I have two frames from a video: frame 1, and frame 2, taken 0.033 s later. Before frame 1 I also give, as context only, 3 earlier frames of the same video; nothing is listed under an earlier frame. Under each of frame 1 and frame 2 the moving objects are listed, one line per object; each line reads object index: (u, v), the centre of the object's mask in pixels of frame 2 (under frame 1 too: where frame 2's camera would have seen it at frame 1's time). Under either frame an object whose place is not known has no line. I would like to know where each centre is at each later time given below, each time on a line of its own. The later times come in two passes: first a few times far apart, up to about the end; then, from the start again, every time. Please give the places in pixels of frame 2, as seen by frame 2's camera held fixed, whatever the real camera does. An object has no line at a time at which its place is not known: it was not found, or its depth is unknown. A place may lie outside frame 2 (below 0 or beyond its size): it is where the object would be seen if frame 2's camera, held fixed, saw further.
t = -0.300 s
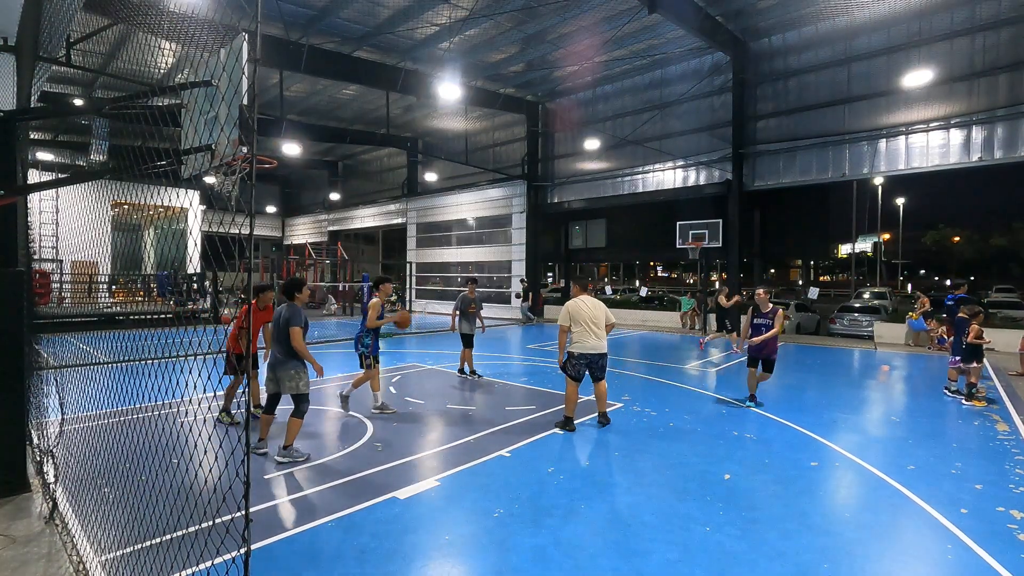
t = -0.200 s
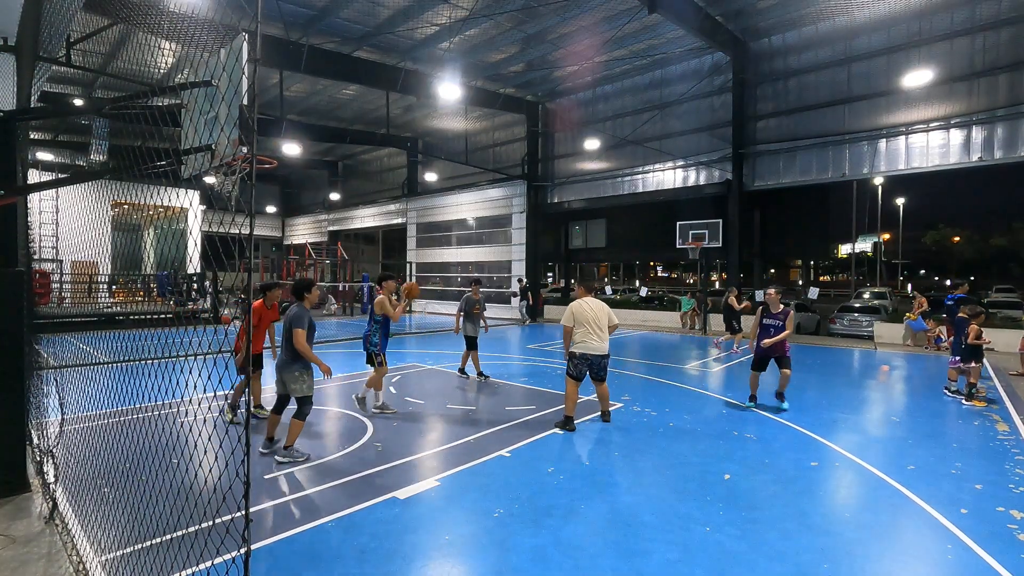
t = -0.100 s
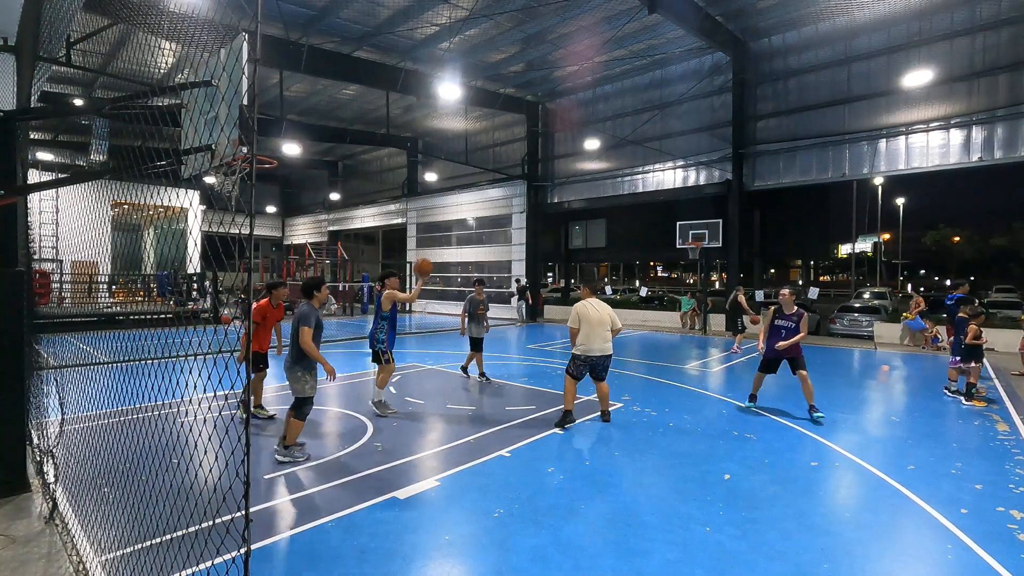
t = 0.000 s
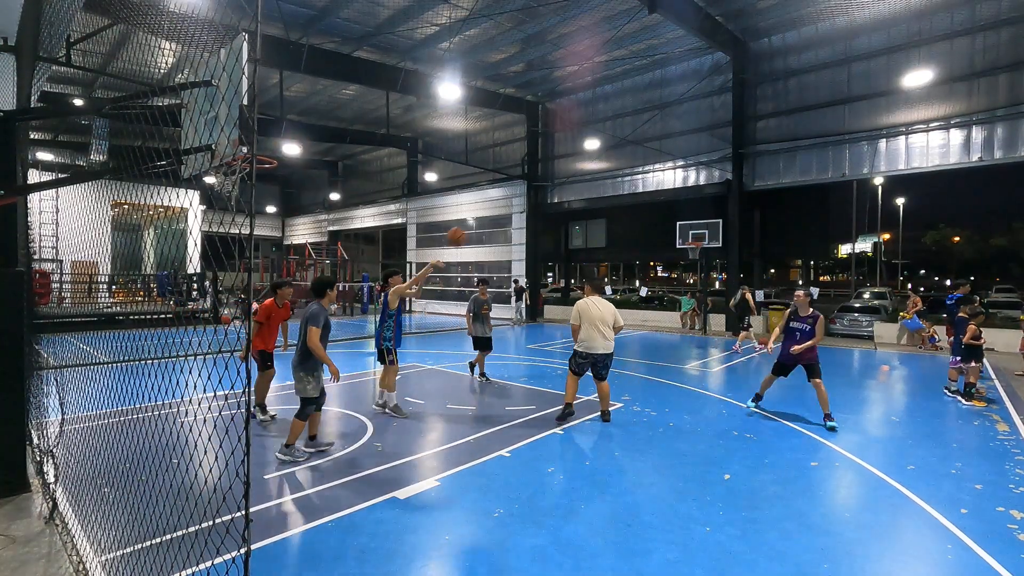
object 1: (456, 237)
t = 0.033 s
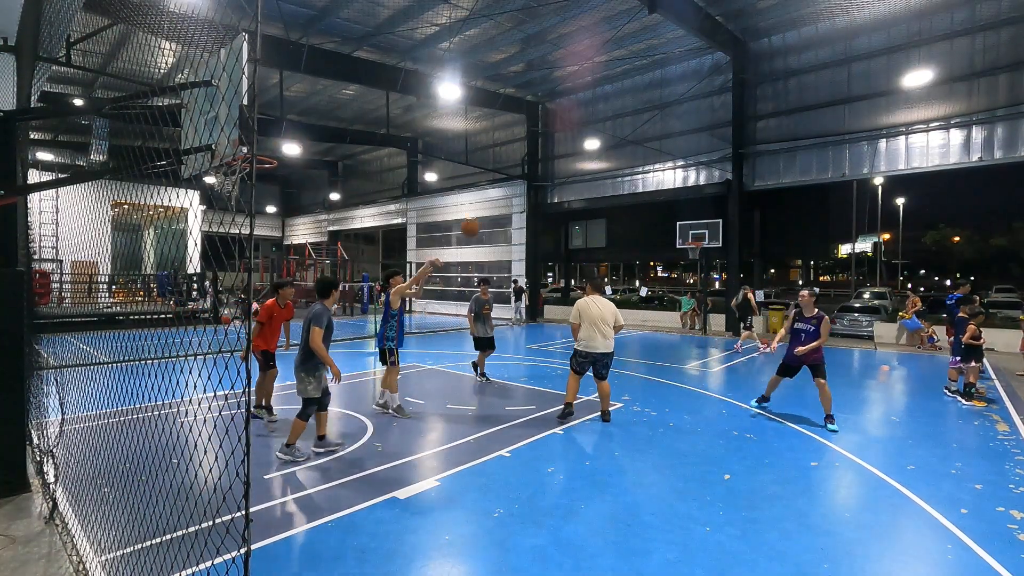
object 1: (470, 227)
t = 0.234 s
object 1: (560, 184)
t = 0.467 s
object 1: (680, 173)
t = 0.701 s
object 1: (818, 213)
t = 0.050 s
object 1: (477, 223)
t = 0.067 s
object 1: (485, 218)
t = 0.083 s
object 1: (492, 214)
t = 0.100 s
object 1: (499, 210)
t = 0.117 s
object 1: (506, 206)
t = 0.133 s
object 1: (514, 203)
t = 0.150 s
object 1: (521, 199)
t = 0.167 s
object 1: (530, 195)
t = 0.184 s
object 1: (537, 193)
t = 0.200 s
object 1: (544, 190)
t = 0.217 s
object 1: (552, 187)
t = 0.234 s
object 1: (560, 184)
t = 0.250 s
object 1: (568, 182)
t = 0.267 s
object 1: (576, 181)
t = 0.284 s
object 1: (584, 178)
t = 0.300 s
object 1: (592, 177)
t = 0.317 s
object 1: (601, 175)
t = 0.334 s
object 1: (609, 174)
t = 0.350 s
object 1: (617, 173)
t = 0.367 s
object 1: (626, 172)
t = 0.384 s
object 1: (634, 172)
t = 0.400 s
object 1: (643, 172)
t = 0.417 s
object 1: (652, 172)
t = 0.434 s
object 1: (661, 172)
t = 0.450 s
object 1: (670, 173)
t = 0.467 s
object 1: (680, 173)
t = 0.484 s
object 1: (689, 174)
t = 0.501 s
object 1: (698, 175)
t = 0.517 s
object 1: (708, 176)
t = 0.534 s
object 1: (718, 179)
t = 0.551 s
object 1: (728, 181)
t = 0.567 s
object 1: (737, 183)
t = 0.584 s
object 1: (746, 186)
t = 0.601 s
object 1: (756, 189)
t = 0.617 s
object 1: (766, 192)
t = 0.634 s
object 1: (777, 196)
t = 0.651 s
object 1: (787, 200)
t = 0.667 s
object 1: (797, 204)
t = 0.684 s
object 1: (808, 208)
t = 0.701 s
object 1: (818, 213)
